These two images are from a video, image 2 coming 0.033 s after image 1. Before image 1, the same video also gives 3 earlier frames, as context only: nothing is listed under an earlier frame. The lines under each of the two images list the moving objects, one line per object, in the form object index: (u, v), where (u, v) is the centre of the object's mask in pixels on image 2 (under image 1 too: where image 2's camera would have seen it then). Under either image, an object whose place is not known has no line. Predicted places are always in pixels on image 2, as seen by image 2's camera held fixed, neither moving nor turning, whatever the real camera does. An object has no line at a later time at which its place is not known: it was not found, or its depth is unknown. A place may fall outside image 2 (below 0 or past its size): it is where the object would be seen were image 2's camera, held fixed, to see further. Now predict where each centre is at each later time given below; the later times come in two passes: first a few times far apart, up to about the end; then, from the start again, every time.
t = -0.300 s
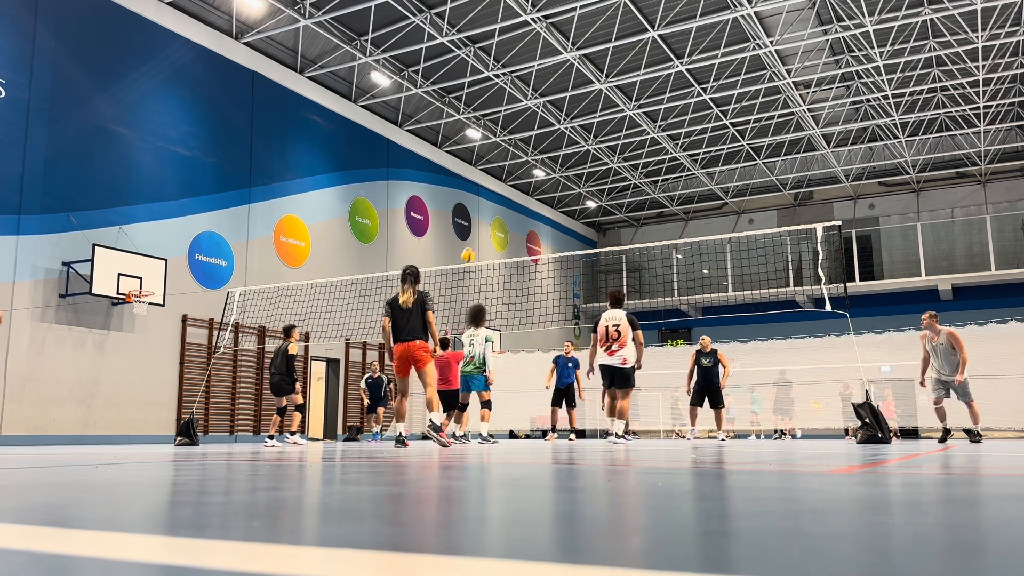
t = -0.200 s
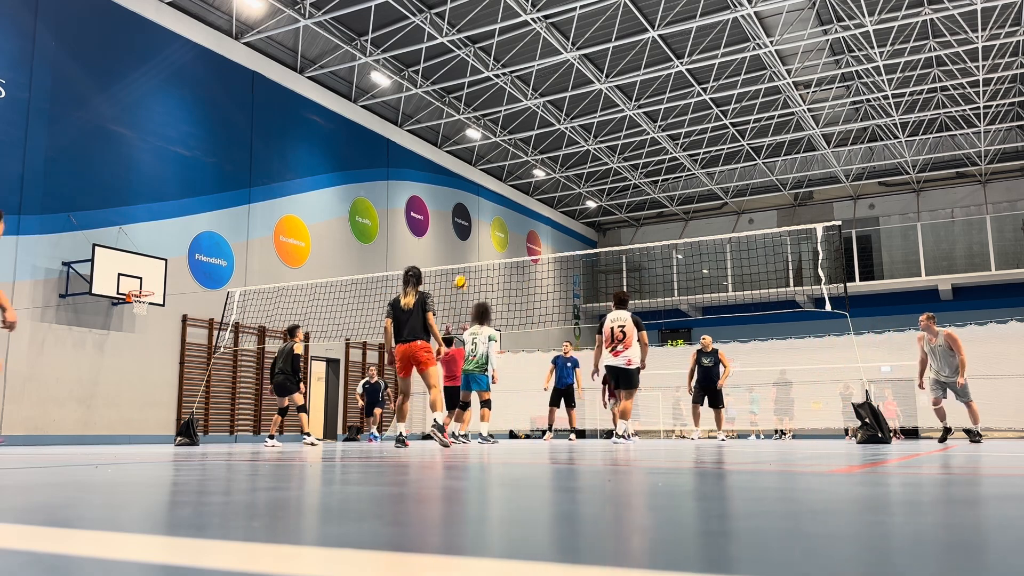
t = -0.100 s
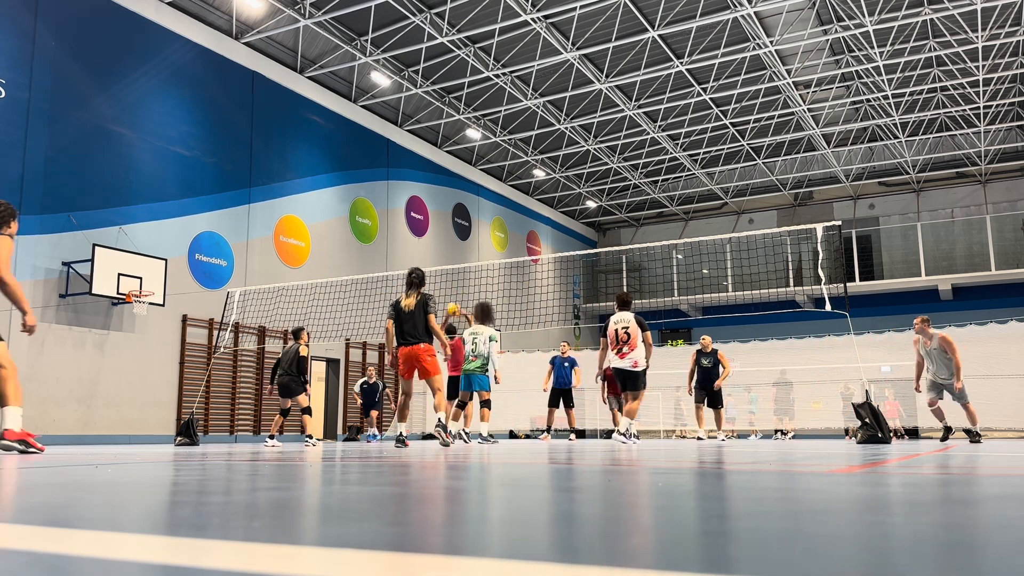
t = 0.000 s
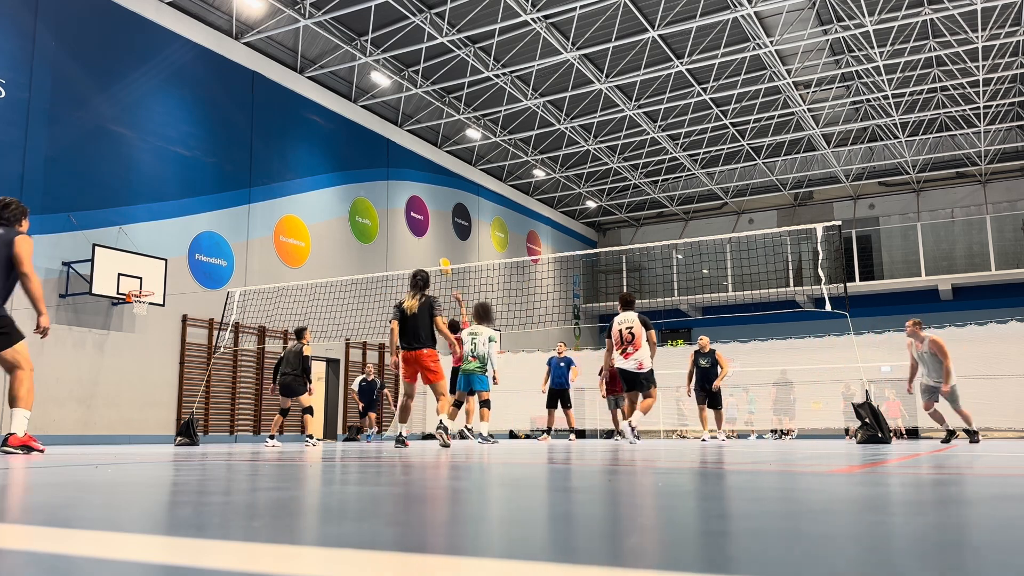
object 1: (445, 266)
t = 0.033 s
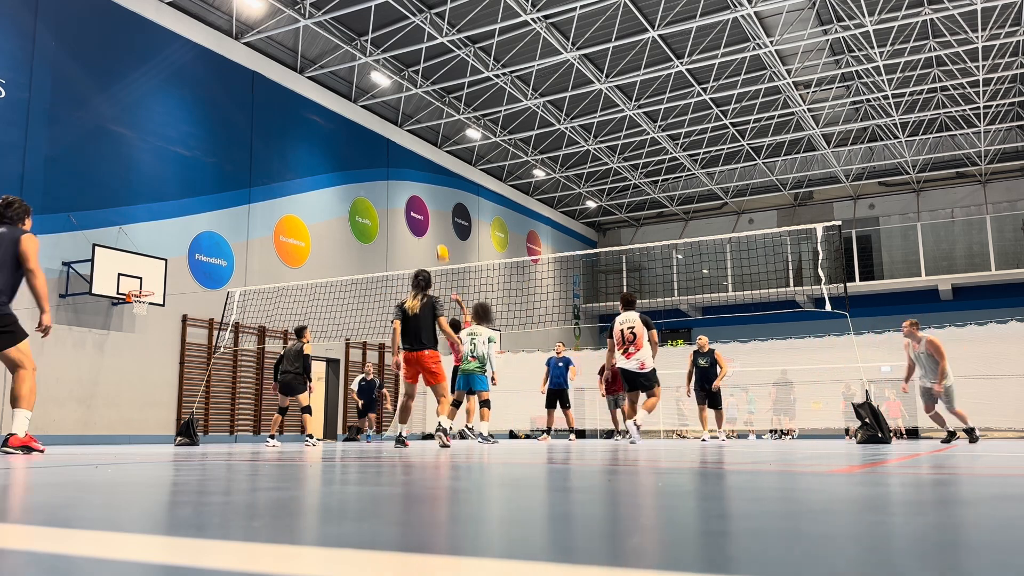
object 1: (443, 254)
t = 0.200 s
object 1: (429, 200)
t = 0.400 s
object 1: (413, 161)
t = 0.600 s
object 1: (398, 145)
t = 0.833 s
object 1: (381, 155)
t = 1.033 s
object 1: (367, 186)
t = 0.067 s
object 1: (440, 241)
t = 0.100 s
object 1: (437, 230)
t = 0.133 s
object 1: (435, 219)
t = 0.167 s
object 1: (432, 209)
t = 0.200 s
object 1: (429, 200)
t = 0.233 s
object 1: (426, 192)
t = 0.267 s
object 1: (424, 184)
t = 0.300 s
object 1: (421, 177)
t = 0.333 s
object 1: (418, 171)
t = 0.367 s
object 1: (416, 166)
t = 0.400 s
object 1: (413, 161)
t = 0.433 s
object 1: (410, 157)
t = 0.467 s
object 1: (408, 153)
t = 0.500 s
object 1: (405, 150)
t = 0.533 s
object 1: (403, 148)
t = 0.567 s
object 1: (401, 146)
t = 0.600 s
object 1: (398, 145)
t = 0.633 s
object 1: (395, 145)
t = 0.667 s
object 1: (393, 145)
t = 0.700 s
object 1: (391, 146)
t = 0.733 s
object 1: (388, 147)
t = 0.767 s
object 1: (386, 149)
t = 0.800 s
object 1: (384, 152)
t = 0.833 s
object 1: (381, 155)
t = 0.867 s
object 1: (379, 159)
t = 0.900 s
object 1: (376, 163)
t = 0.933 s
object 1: (374, 168)
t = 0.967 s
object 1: (372, 174)
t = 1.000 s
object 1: (369, 180)
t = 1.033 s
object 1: (367, 186)
